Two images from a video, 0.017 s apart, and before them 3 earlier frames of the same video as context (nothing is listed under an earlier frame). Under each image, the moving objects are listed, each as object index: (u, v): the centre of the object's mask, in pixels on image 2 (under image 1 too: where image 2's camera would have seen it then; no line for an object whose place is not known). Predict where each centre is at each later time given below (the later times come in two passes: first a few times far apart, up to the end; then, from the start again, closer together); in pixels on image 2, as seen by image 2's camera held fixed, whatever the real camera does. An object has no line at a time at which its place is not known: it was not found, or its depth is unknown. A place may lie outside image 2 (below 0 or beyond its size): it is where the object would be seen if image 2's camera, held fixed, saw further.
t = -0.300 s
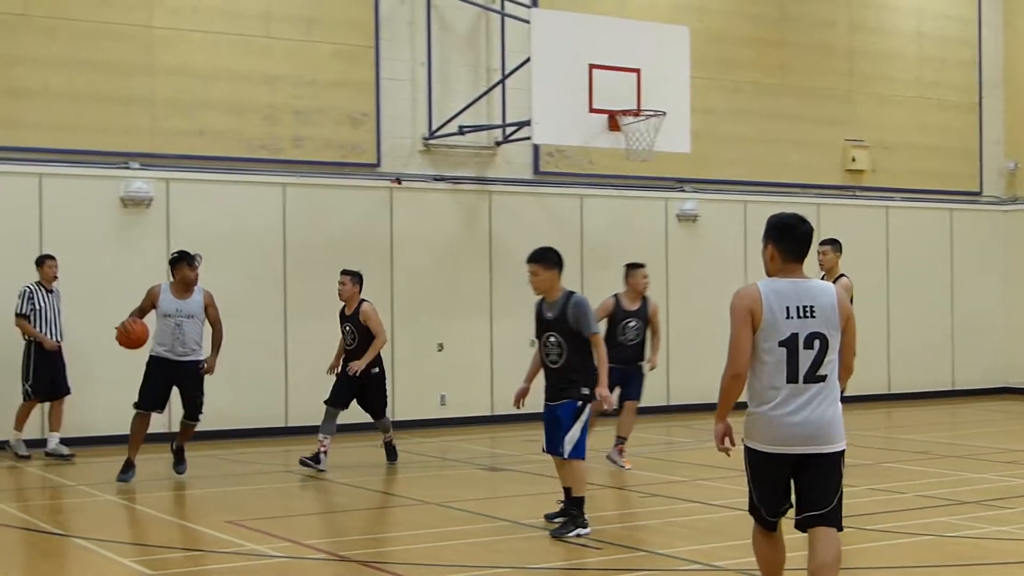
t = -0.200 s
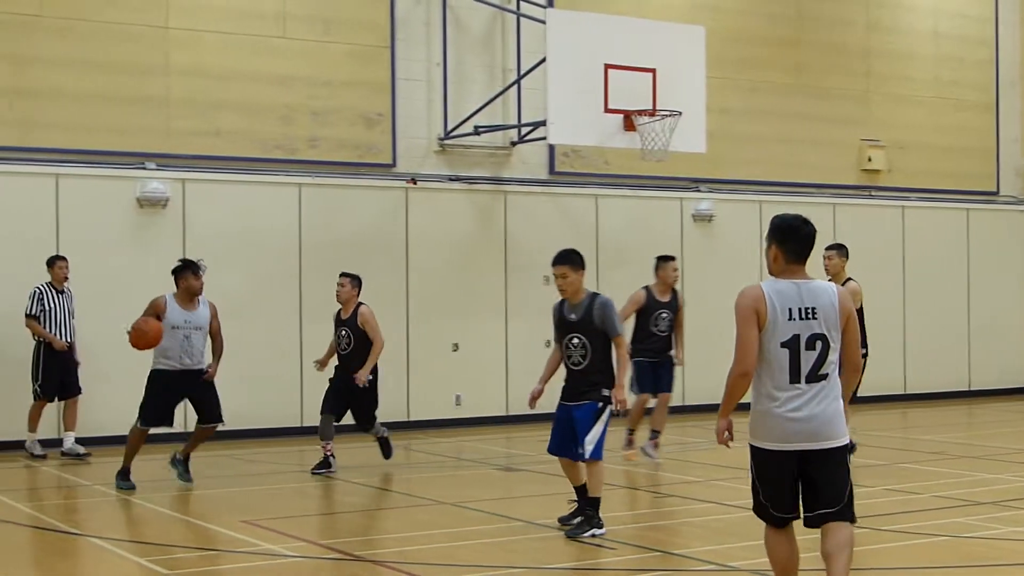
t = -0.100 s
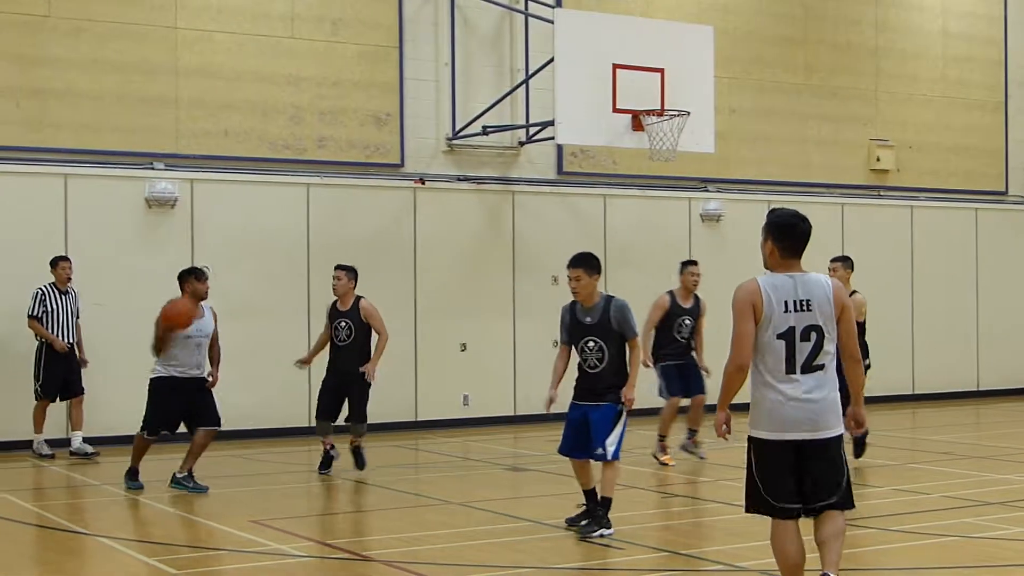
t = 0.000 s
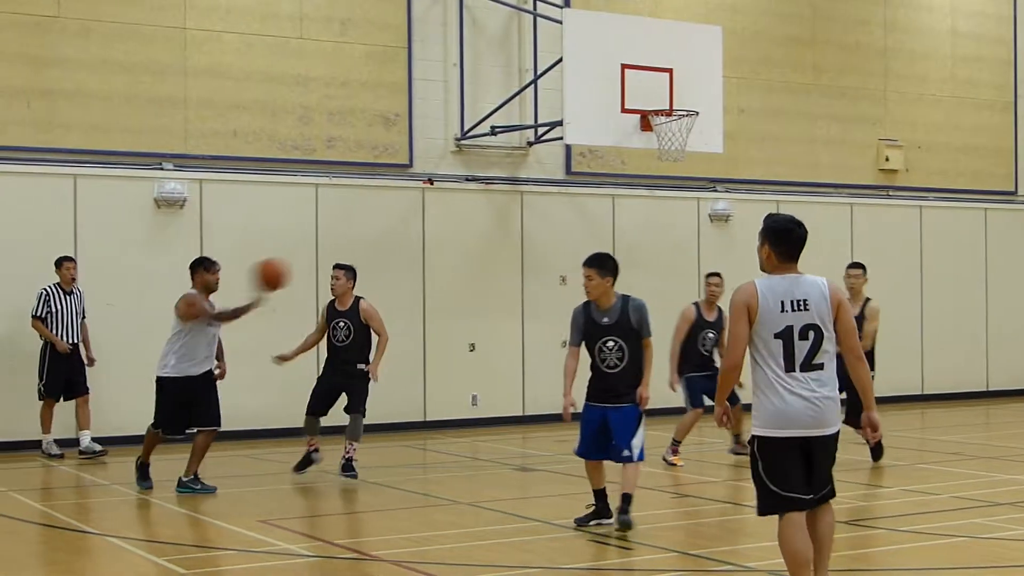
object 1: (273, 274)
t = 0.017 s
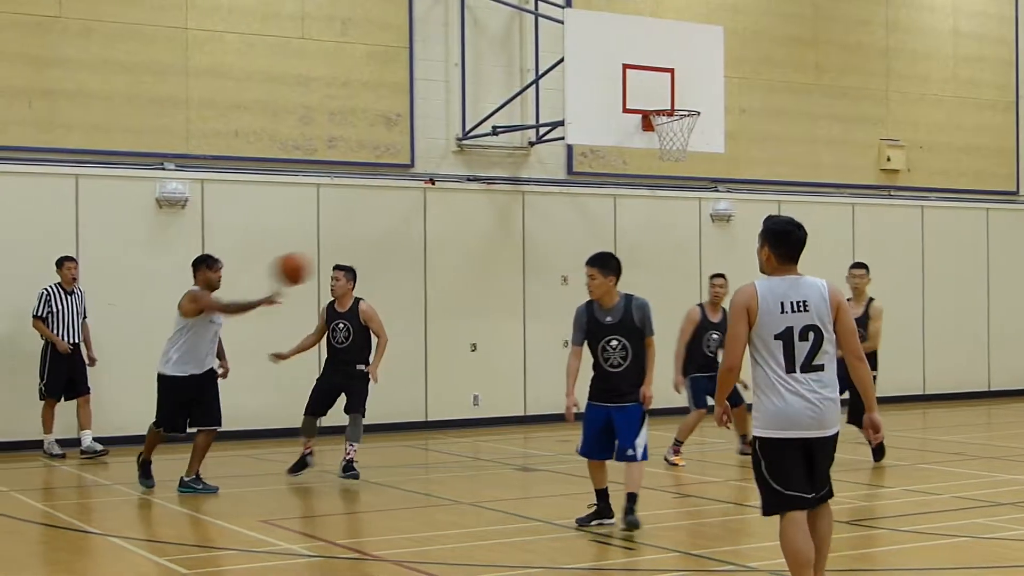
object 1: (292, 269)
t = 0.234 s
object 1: (554, 231)
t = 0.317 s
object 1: (660, 233)
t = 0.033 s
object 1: (310, 264)
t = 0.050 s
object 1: (332, 258)
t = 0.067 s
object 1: (351, 254)
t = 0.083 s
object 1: (370, 250)
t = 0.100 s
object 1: (391, 246)
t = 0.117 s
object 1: (410, 243)
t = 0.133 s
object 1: (431, 240)
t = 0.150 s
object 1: (452, 237)
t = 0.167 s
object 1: (472, 236)
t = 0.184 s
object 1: (492, 234)
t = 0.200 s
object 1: (514, 232)
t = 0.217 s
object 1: (534, 232)
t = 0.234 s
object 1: (554, 231)
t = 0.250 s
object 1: (575, 231)
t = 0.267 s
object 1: (596, 230)
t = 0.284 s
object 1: (615, 232)
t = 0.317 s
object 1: (660, 233)
